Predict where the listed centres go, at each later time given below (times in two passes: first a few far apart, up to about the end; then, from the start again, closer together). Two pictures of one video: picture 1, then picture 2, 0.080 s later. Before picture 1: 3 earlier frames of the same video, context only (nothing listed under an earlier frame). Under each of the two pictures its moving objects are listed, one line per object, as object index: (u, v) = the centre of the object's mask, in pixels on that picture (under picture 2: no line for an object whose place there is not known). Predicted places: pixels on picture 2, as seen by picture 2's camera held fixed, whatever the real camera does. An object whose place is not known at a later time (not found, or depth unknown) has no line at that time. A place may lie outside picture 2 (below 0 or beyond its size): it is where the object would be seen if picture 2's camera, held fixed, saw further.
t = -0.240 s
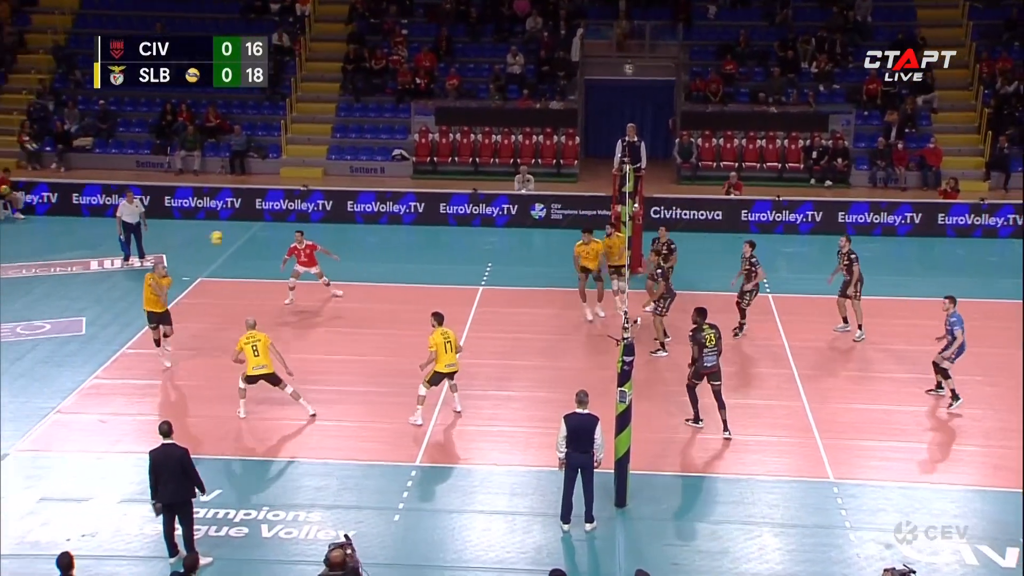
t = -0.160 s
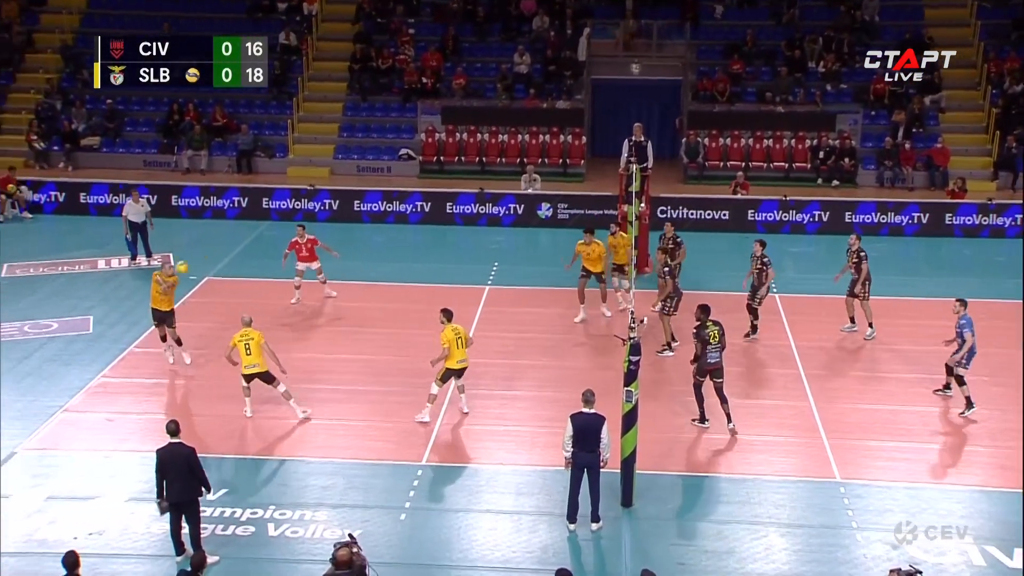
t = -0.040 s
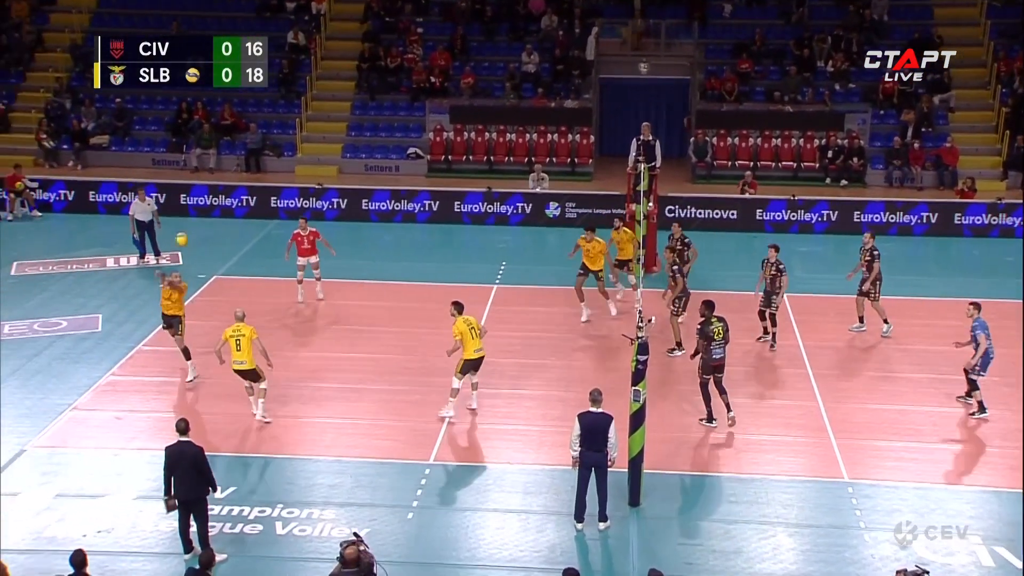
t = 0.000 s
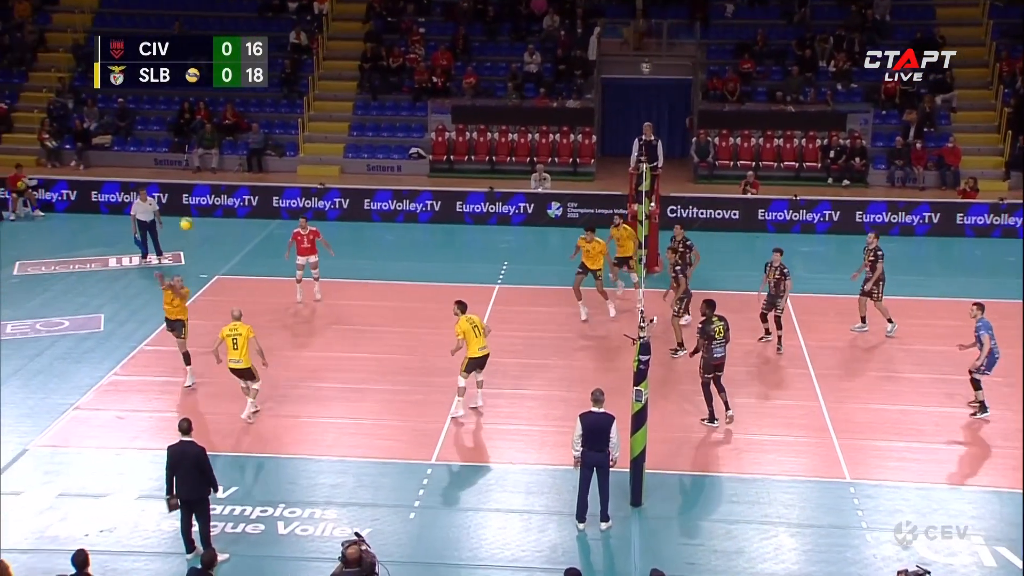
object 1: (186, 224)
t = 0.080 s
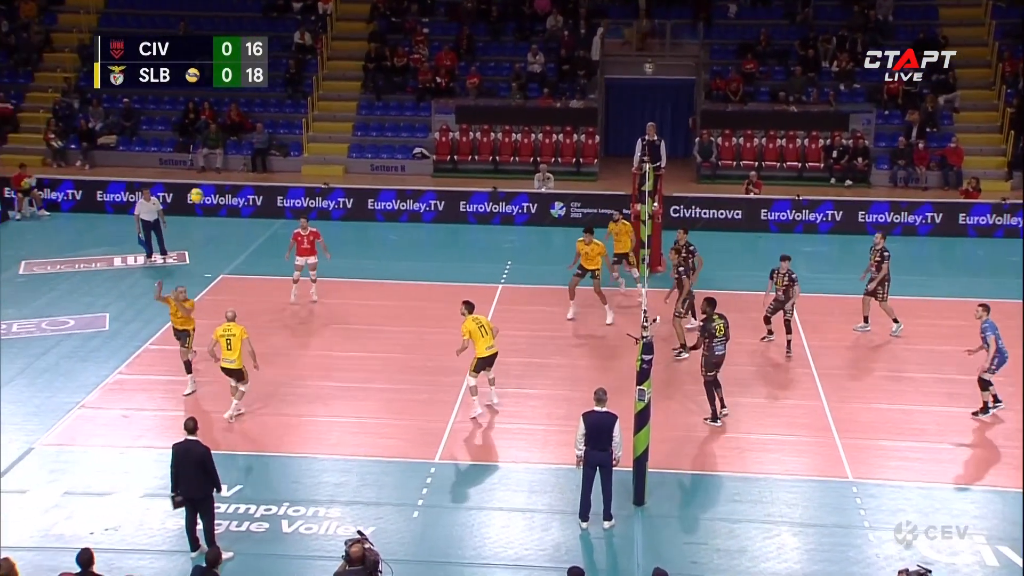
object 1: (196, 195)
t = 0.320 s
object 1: (214, 131)
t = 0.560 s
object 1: (235, 103)
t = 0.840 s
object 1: (257, 113)
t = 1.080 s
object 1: (276, 160)
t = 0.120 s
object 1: (199, 182)
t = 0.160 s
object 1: (202, 170)
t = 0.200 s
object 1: (204, 159)
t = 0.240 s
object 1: (208, 149)
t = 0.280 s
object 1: (211, 140)
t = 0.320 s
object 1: (214, 131)
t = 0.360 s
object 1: (217, 124)
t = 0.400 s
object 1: (221, 118)
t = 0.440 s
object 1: (224, 113)
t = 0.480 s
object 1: (228, 108)
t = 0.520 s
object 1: (232, 105)
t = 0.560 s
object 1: (235, 103)
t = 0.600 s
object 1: (239, 102)
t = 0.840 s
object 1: (257, 113)
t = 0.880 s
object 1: (260, 119)
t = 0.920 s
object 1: (263, 125)
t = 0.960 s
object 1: (266, 133)
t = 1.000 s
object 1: (269, 141)
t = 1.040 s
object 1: (273, 151)
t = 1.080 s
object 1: (276, 160)
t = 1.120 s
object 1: (279, 172)
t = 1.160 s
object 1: (283, 185)
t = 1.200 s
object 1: (286, 197)
